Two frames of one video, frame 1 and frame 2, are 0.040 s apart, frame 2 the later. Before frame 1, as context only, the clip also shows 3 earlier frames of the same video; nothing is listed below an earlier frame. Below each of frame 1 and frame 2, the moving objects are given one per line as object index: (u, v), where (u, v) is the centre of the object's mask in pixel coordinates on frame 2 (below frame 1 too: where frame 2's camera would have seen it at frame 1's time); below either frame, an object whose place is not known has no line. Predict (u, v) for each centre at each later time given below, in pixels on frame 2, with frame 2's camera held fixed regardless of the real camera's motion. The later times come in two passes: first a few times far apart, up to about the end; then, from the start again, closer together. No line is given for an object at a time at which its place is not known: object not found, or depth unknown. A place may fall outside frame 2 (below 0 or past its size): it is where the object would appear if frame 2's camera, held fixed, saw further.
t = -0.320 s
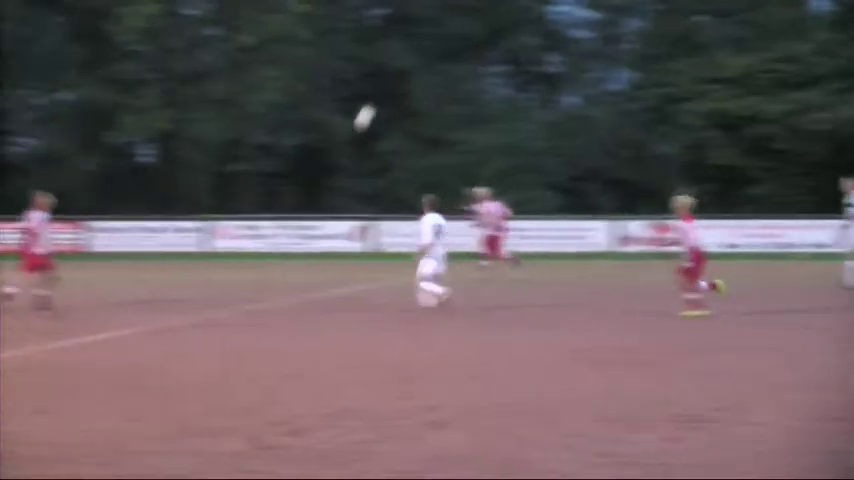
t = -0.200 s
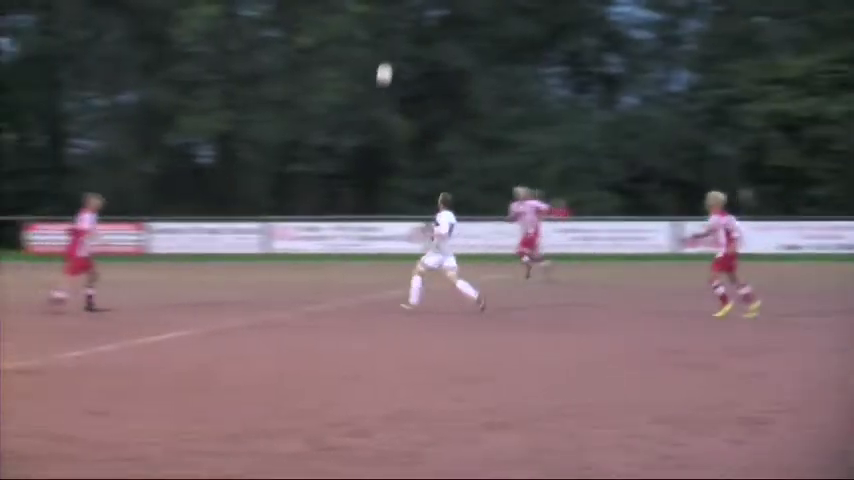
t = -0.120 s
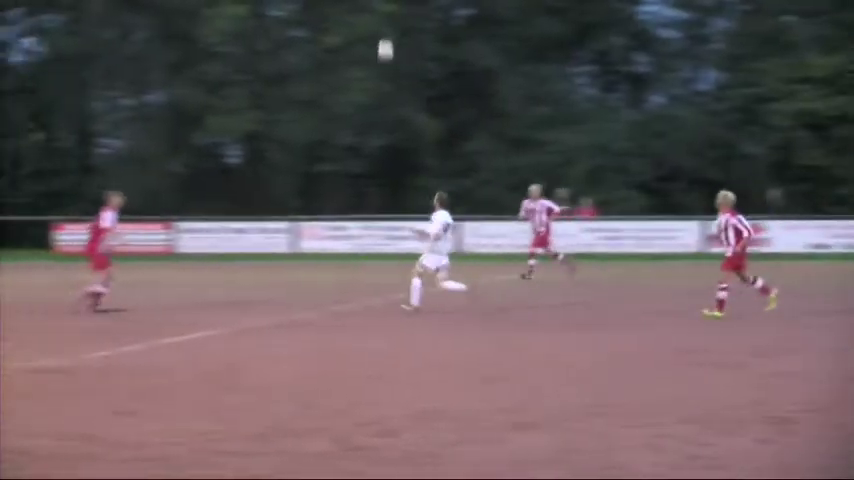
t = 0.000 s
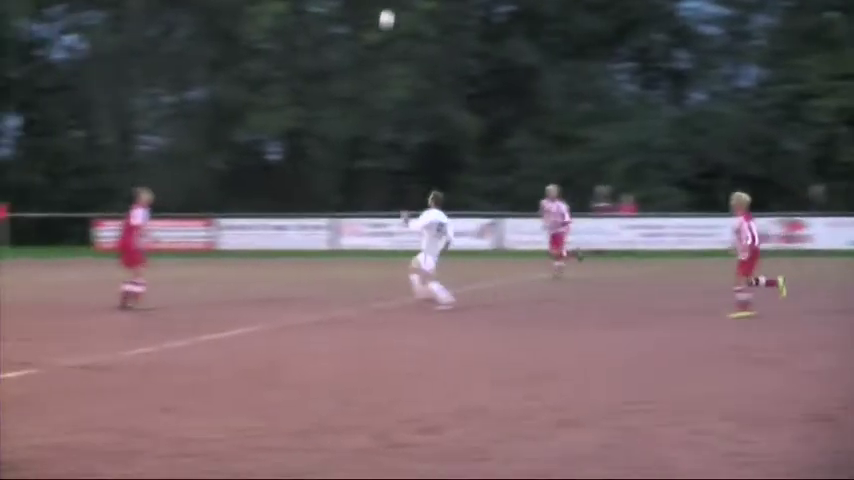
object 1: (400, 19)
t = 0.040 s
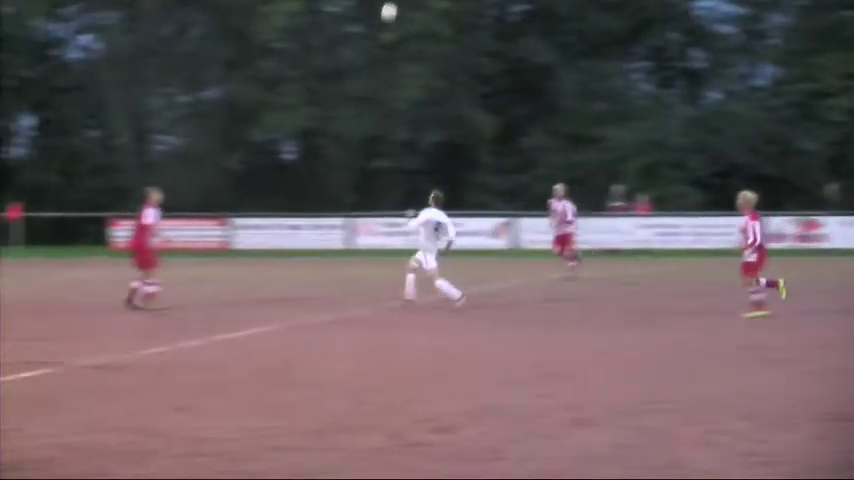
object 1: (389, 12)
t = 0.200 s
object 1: (341, 1)
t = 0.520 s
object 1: (243, 10)
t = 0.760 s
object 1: (169, 65)
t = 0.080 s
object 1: (377, 7)
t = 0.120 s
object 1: (365, 4)
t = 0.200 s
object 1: (341, 1)
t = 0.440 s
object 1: (267, 1)
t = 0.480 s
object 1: (255, 4)
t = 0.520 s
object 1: (243, 10)
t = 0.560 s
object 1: (231, 16)
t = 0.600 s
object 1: (218, 24)
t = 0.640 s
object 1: (206, 32)
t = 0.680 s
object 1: (194, 42)
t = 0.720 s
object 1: (182, 52)
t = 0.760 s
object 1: (169, 65)
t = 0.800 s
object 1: (157, 77)
